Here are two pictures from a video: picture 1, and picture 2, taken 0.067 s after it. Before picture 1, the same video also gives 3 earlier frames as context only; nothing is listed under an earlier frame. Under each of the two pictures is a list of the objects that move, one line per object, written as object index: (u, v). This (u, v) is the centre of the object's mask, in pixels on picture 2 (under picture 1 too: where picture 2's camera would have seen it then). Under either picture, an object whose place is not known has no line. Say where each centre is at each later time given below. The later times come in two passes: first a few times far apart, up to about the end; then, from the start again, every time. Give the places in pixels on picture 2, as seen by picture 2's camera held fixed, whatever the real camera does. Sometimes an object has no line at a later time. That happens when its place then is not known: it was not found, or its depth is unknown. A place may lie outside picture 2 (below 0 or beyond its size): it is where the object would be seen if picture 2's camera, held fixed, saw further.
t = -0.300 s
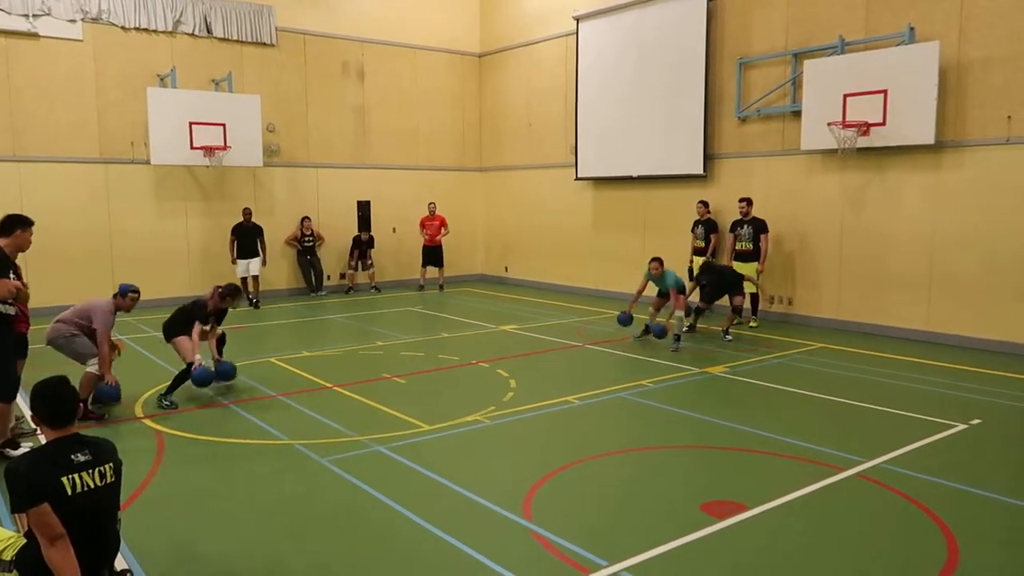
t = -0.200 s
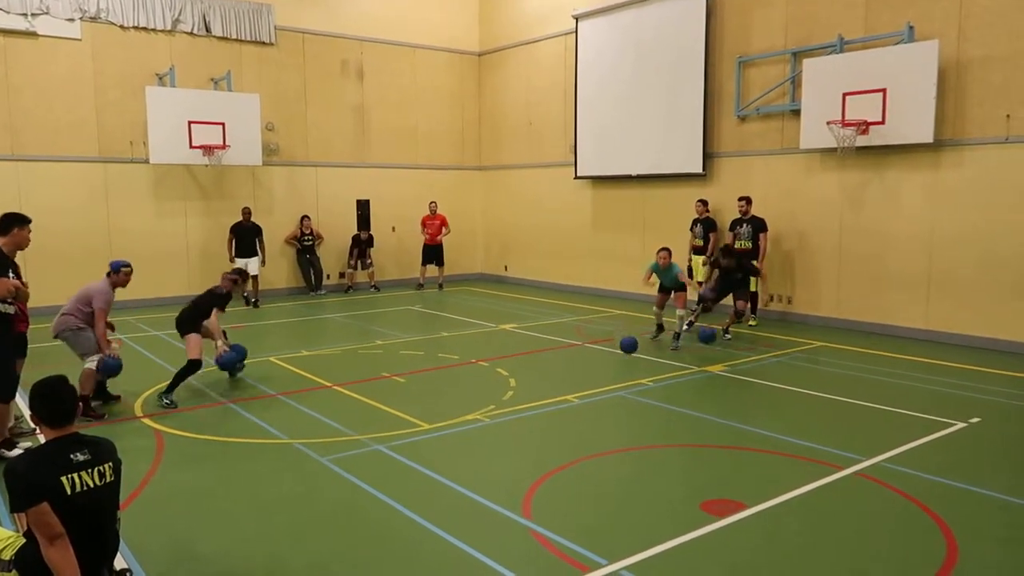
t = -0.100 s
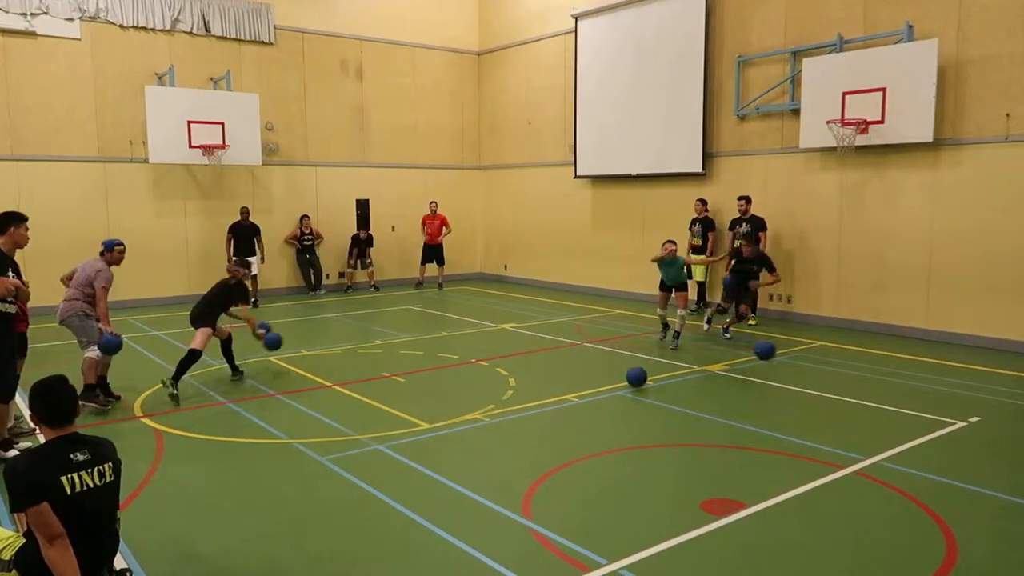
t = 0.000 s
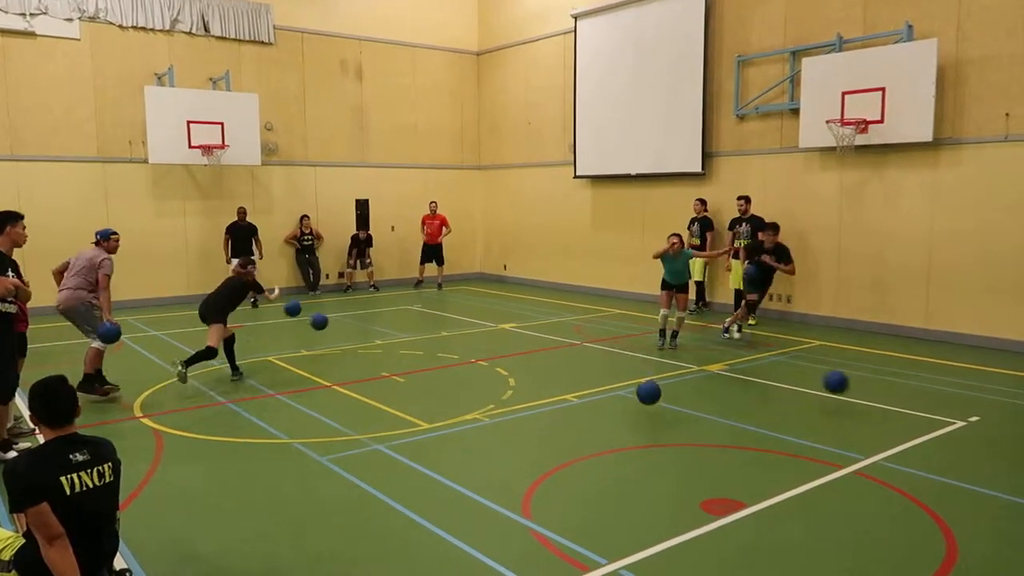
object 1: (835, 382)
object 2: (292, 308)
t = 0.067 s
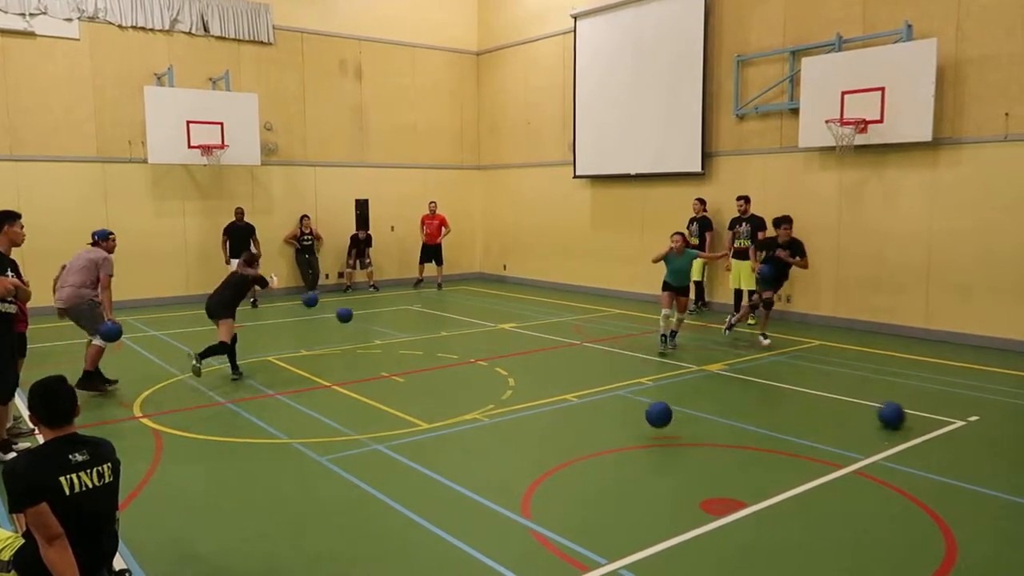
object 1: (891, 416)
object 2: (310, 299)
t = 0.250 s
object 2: (349, 294)
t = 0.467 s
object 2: (382, 301)
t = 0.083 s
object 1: (903, 419)
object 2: (314, 298)
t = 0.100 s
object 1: (915, 420)
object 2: (318, 297)
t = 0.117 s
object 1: (925, 420)
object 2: (321, 296)
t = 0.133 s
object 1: (938, 421)
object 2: (326, 296)
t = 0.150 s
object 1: (950, 422)
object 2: (329, 295)
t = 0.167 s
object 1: (963, 424)
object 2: (333, 294)
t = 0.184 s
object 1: (976, 426)
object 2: (336, 294)
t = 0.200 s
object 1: (989, 429)
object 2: (339, 294)
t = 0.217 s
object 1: (1003, 432)
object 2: (342, 293)
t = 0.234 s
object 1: (1013, 435)
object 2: (346, 293)
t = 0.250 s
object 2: (349, 294)
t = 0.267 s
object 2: (352, 295)
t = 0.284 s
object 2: (355, 295)
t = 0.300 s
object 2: (358, 296)
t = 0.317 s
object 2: (361, 297)
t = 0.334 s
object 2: (364, 299)
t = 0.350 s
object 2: (367, 300)
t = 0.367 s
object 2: (369, 301)
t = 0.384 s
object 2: (372, 303)
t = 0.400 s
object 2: (374, 304)
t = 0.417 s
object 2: (377, 307)
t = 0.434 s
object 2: (379, 307)
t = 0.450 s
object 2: (381, 304)
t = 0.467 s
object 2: (382, 301)
